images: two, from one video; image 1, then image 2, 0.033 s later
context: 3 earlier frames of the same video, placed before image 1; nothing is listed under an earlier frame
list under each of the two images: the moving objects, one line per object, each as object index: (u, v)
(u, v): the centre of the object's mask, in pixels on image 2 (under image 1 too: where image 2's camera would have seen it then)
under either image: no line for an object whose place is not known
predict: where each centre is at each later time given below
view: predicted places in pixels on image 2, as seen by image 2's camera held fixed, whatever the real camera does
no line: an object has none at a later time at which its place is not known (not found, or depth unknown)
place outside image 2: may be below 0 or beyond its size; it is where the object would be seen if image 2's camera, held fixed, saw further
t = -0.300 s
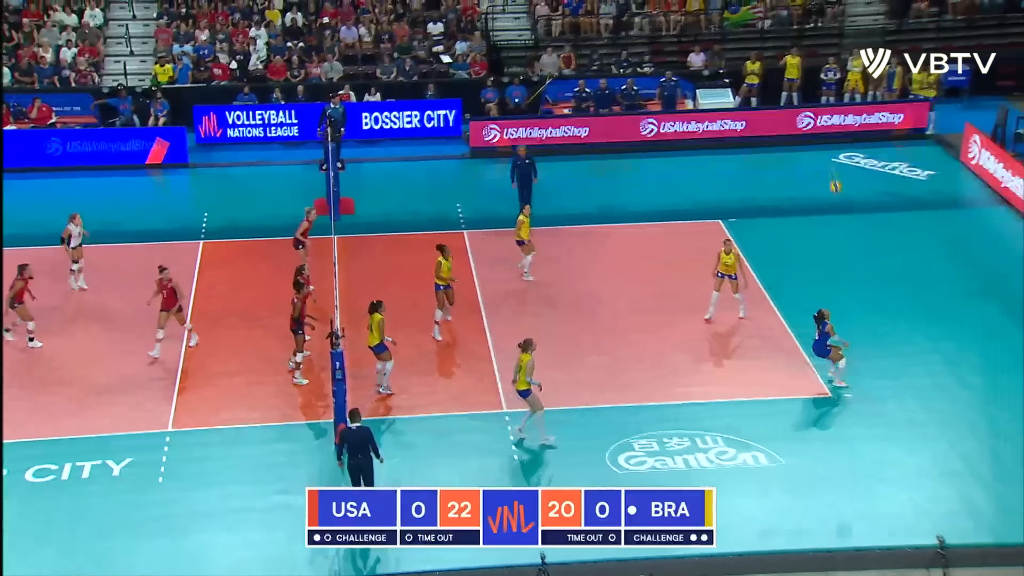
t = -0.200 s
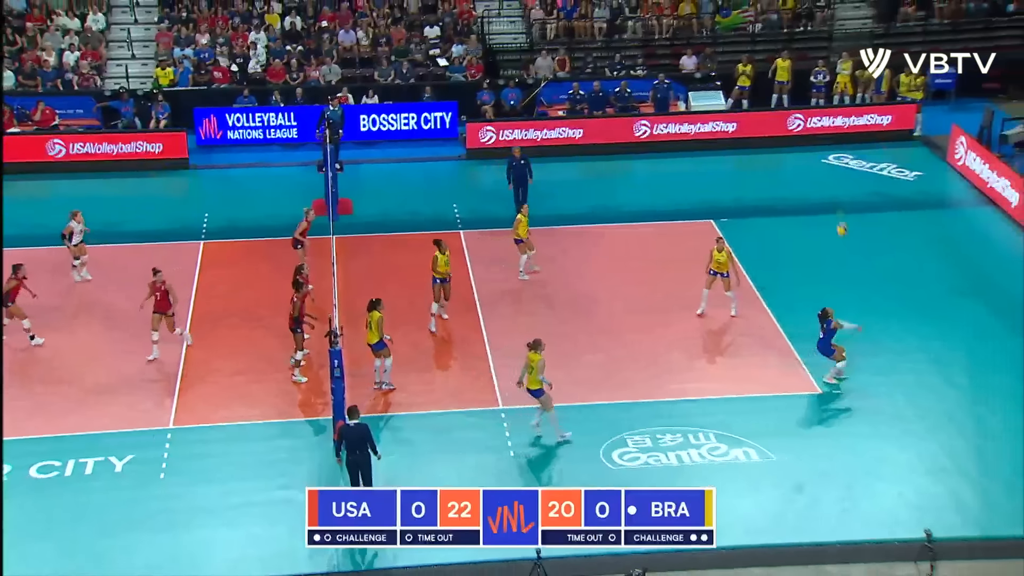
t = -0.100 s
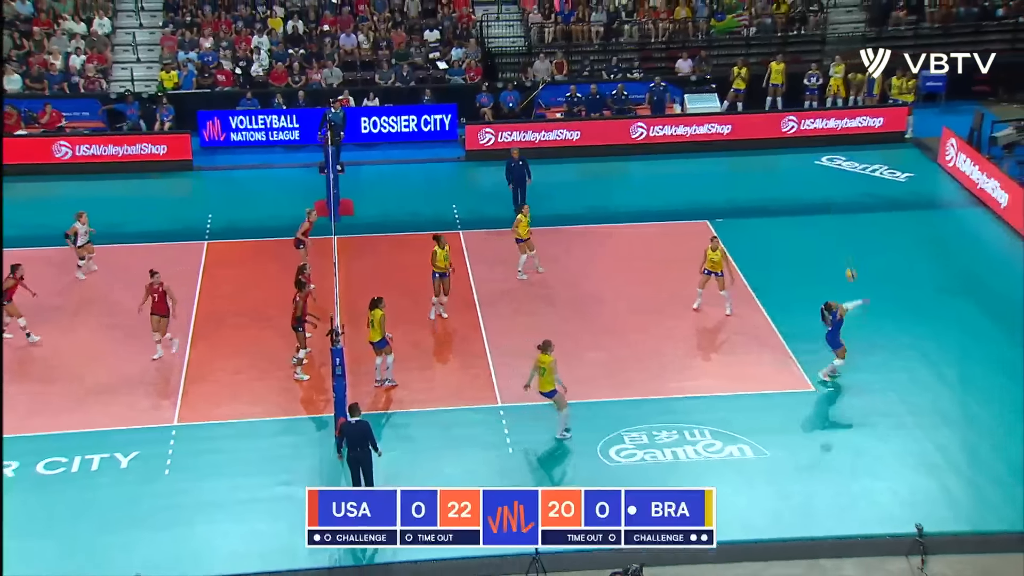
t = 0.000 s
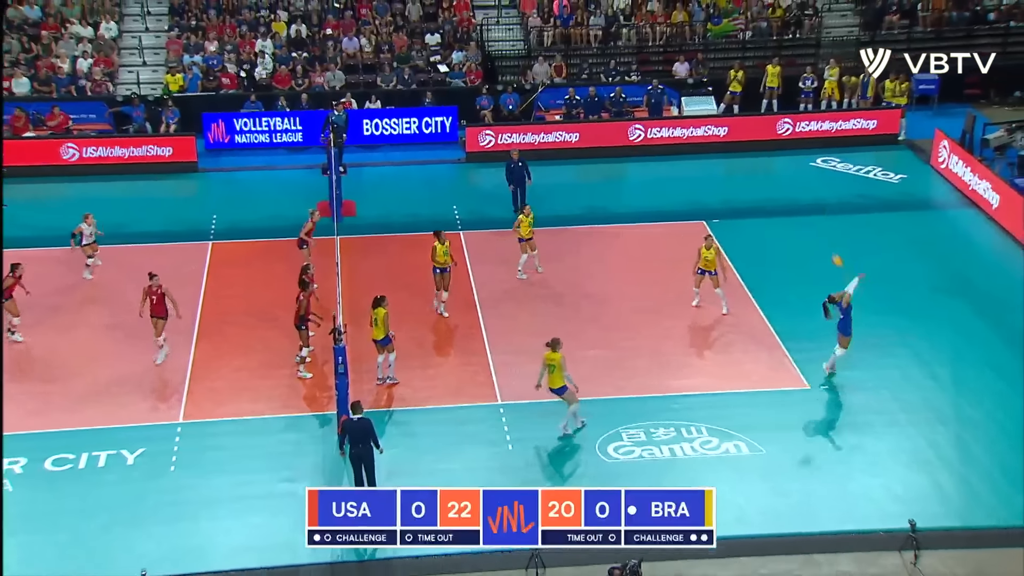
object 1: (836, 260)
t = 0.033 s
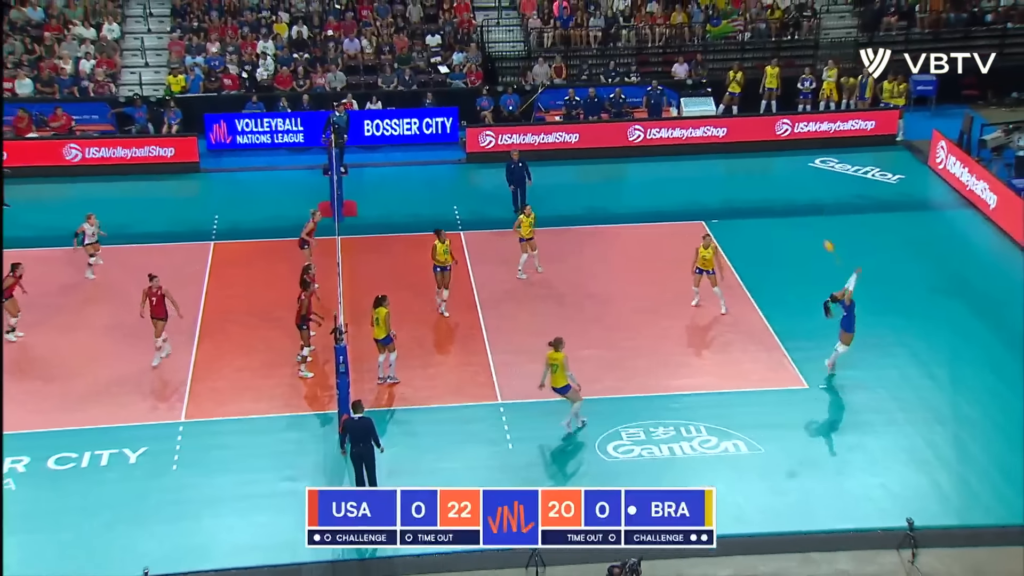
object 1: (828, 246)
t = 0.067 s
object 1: (821, 232)
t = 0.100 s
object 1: (813, 218)
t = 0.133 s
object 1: (805, 205)
